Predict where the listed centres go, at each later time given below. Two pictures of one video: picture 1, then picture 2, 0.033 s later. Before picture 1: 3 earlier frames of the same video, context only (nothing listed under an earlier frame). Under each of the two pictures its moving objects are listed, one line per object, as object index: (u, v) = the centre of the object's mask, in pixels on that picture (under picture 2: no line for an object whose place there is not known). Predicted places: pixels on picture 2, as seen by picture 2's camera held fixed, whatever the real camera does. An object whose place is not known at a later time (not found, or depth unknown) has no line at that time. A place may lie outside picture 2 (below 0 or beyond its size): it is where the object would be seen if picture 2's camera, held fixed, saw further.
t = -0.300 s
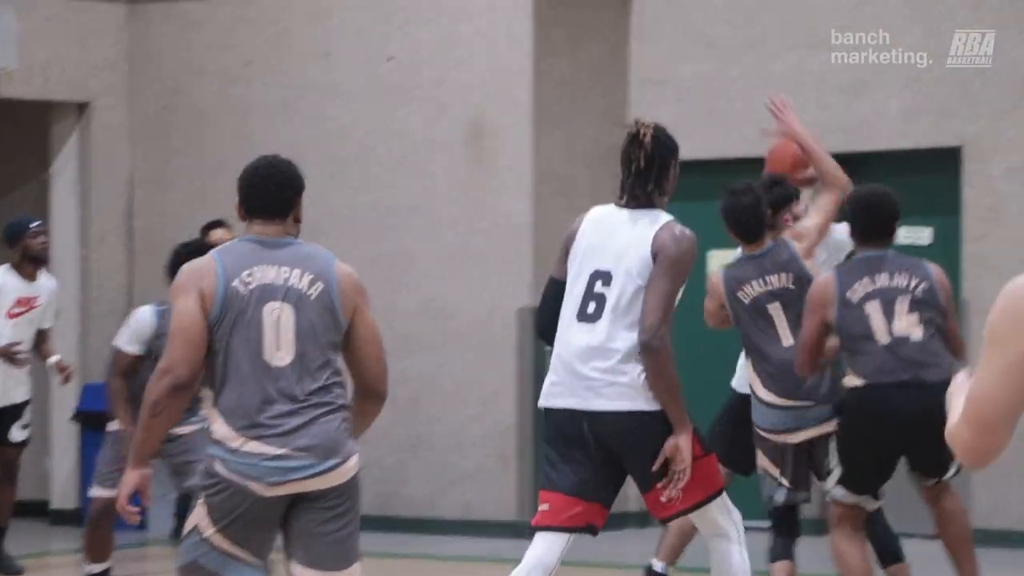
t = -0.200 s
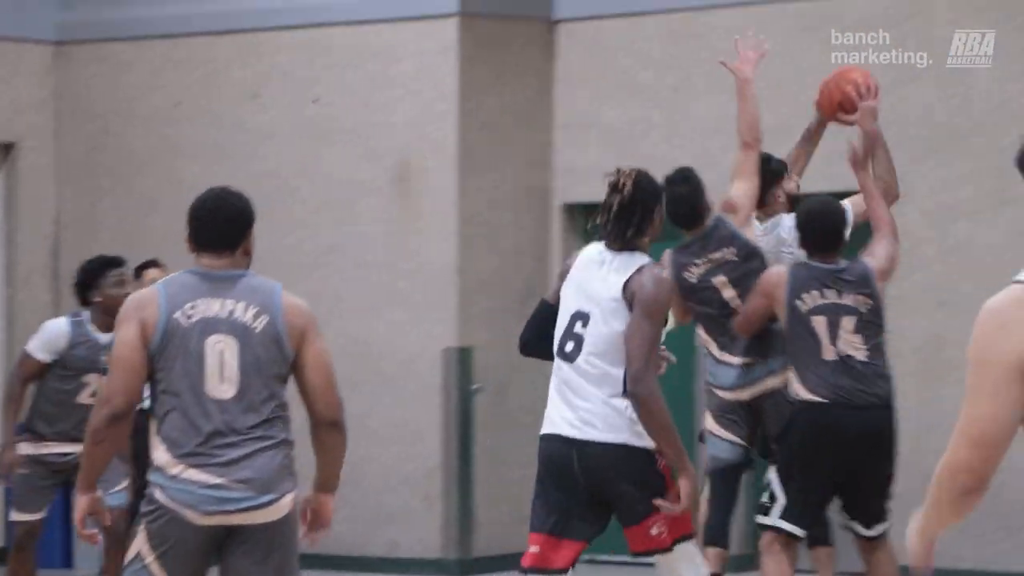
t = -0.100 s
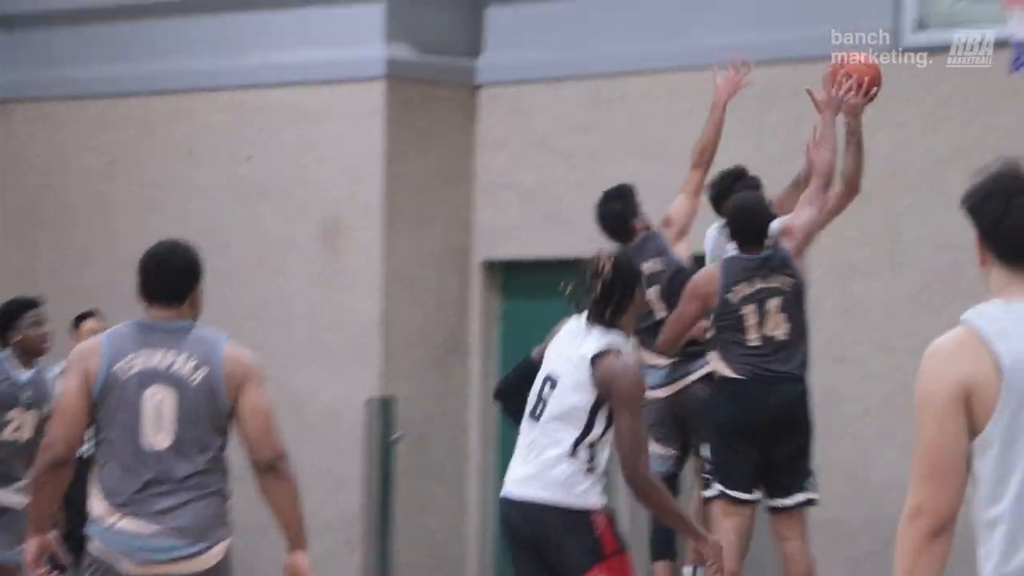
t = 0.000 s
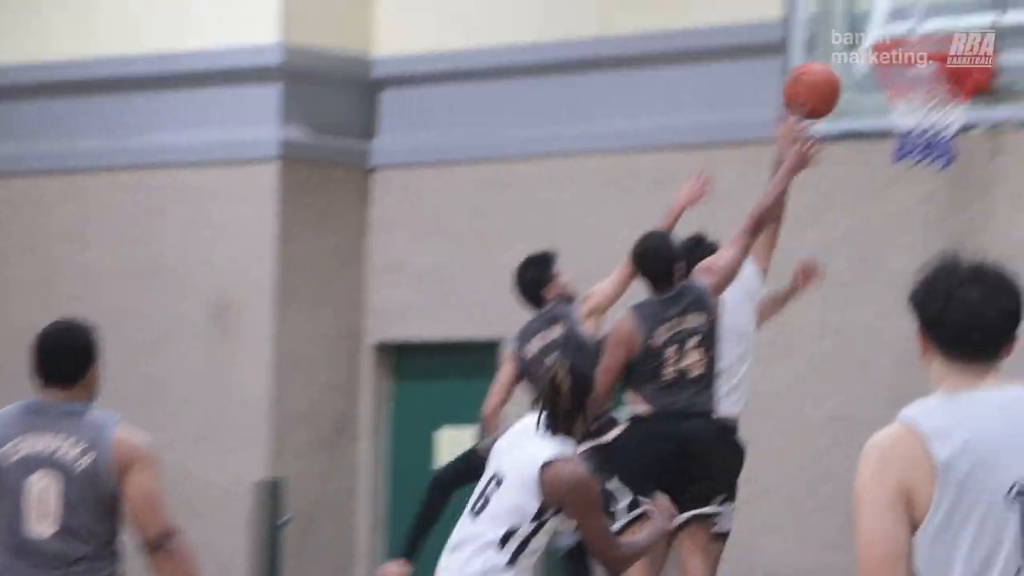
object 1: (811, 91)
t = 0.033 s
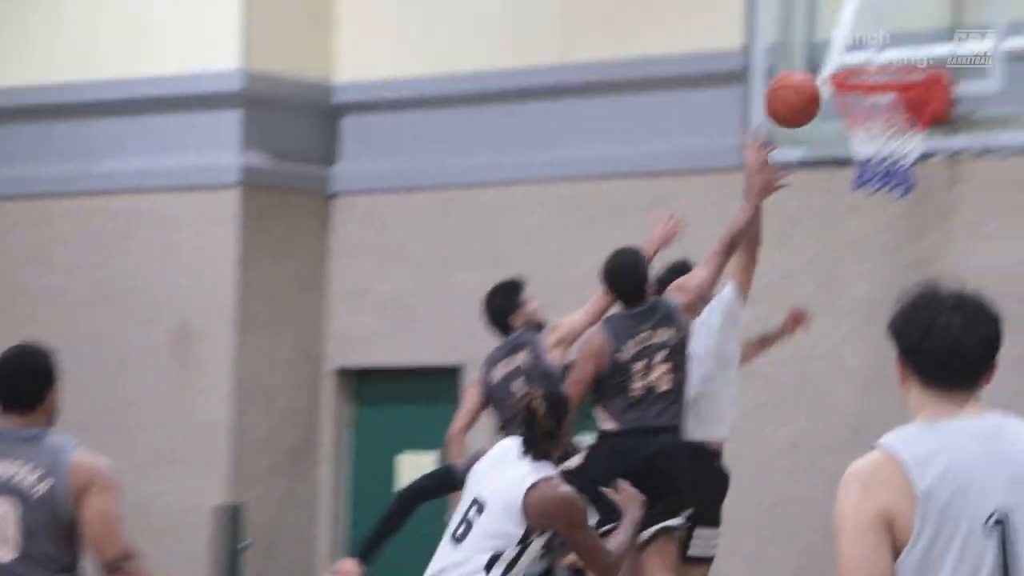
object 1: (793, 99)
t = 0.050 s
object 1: (802, 91)
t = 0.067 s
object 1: (810, 82)
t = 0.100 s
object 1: (828, 64)
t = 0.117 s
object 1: (840, 53)
